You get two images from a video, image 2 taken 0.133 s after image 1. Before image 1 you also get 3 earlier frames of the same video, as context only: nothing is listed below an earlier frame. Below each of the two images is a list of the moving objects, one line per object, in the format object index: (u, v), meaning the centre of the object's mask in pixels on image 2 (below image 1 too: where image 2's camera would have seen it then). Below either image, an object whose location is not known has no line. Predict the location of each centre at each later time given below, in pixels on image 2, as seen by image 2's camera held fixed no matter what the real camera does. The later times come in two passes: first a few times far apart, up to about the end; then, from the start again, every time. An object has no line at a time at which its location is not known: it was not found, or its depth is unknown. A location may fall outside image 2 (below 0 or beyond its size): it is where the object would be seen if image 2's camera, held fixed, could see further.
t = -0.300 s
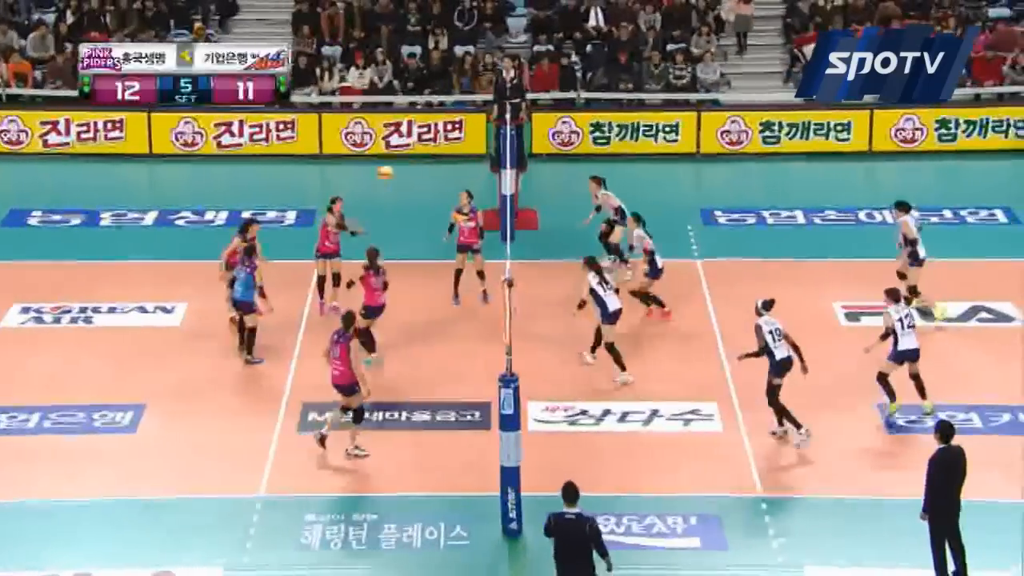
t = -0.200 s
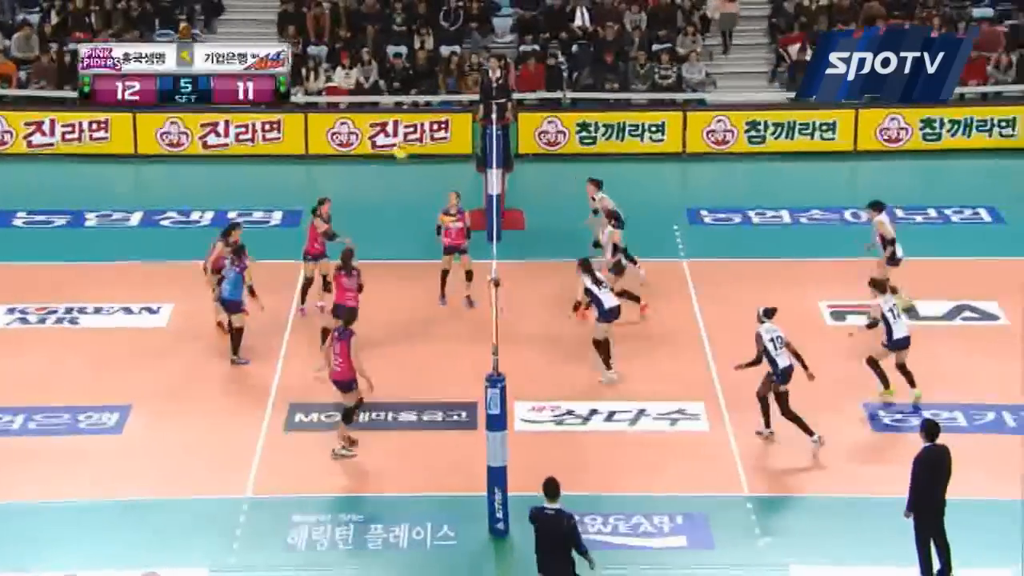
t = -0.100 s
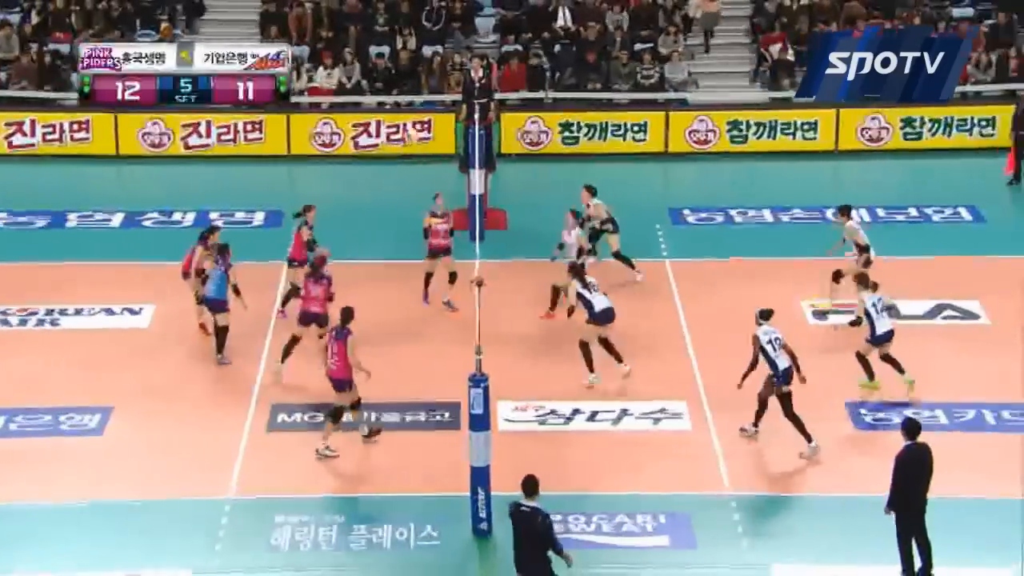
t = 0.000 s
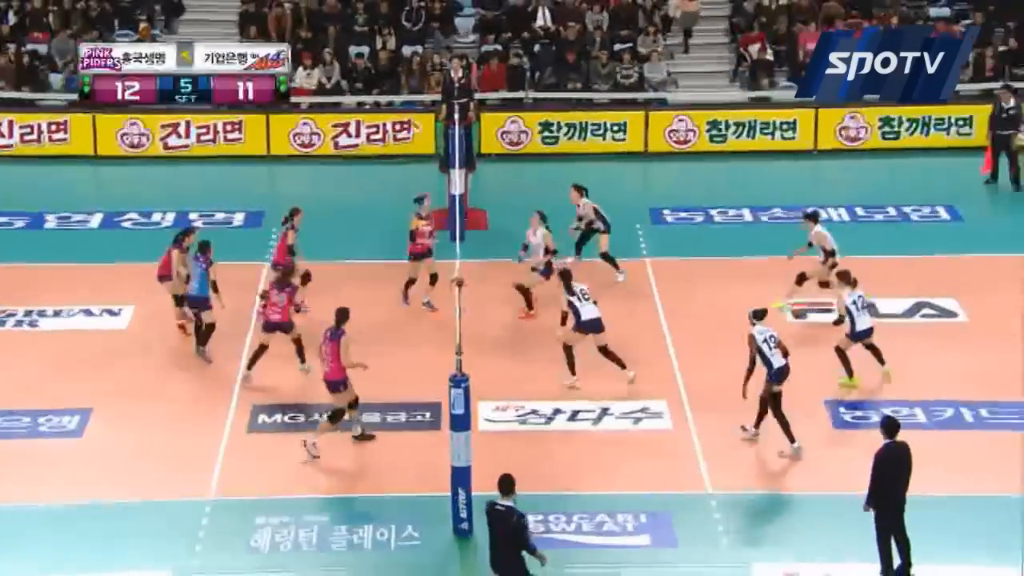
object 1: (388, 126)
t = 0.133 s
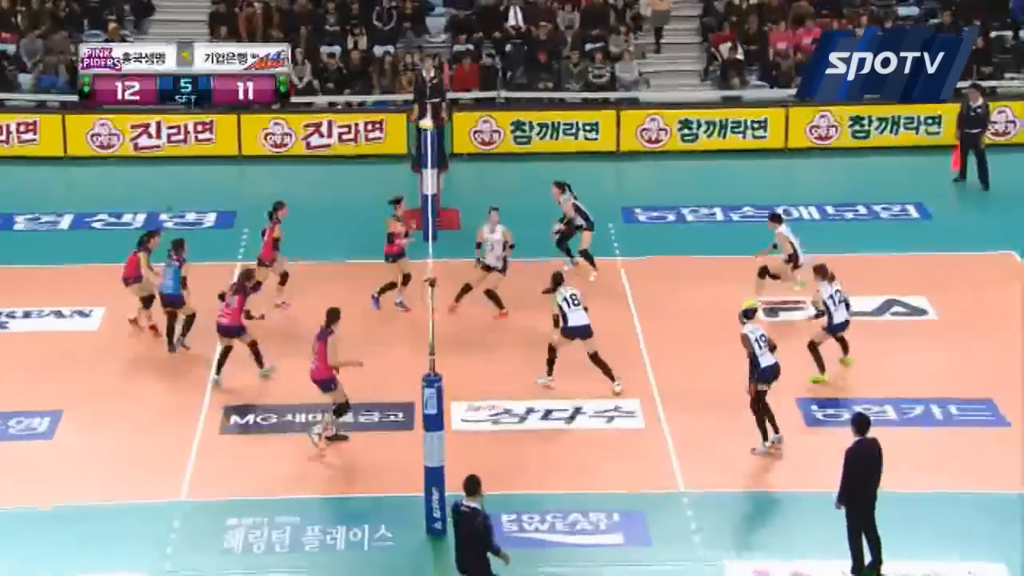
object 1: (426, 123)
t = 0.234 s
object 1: (451, 131)
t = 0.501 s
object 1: (515, 177)
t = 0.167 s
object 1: (435, 126)
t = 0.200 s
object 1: (442, 130)
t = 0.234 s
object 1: (451, 131)
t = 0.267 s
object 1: (460, 135)
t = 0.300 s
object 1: (465, 139)
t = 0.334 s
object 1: (476, 145)
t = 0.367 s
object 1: (483, 149)
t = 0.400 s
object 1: (492, 154)
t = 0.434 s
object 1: (501, 163)
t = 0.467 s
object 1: (507, 170)
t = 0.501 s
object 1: (515, 177)
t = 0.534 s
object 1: (523, 185)
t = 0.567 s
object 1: (531, 196)
